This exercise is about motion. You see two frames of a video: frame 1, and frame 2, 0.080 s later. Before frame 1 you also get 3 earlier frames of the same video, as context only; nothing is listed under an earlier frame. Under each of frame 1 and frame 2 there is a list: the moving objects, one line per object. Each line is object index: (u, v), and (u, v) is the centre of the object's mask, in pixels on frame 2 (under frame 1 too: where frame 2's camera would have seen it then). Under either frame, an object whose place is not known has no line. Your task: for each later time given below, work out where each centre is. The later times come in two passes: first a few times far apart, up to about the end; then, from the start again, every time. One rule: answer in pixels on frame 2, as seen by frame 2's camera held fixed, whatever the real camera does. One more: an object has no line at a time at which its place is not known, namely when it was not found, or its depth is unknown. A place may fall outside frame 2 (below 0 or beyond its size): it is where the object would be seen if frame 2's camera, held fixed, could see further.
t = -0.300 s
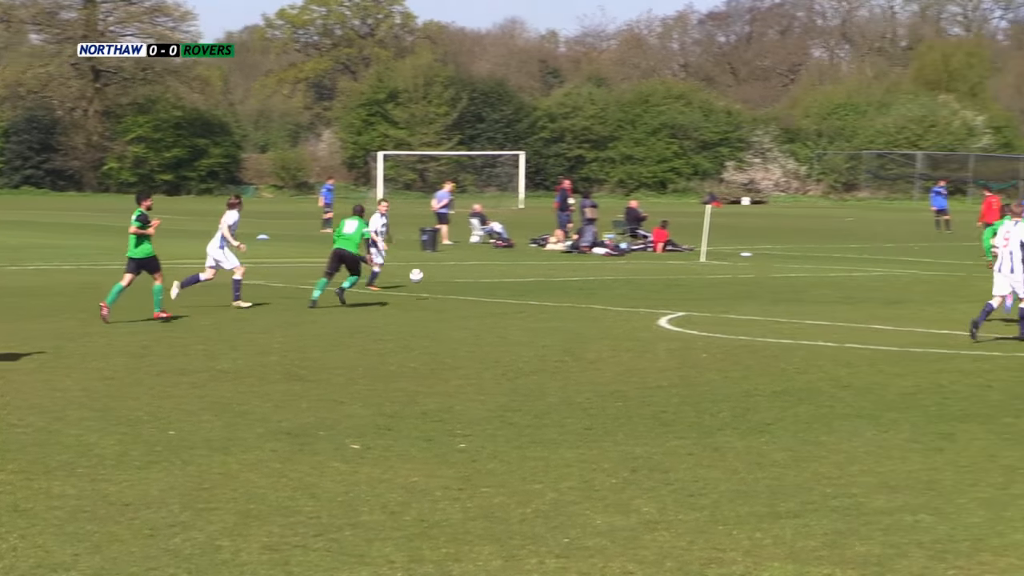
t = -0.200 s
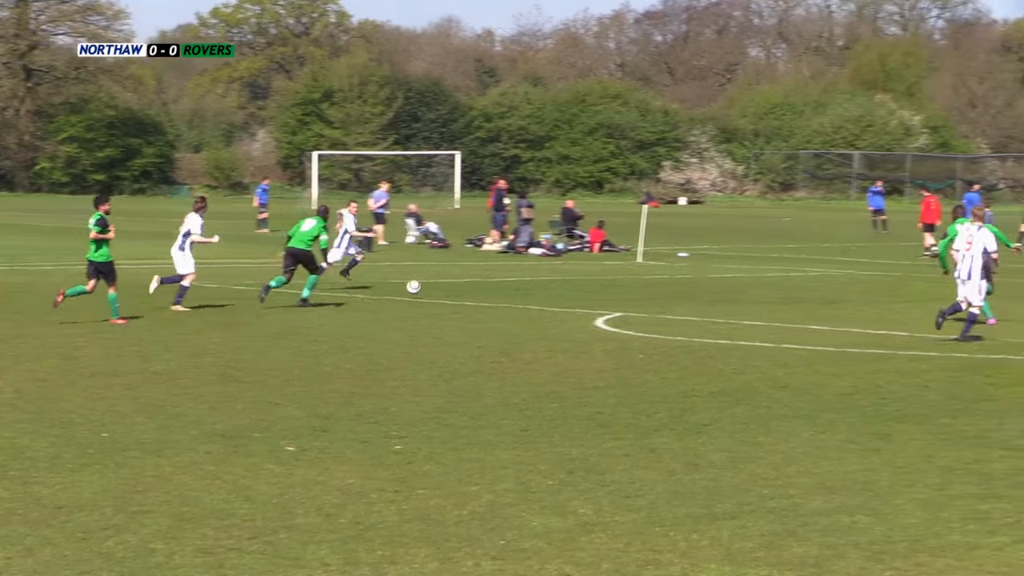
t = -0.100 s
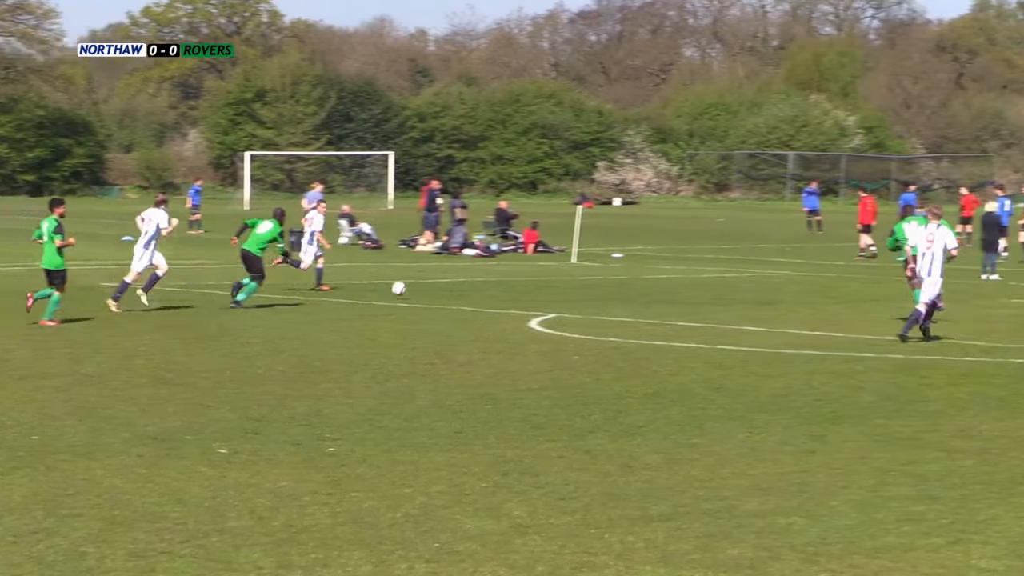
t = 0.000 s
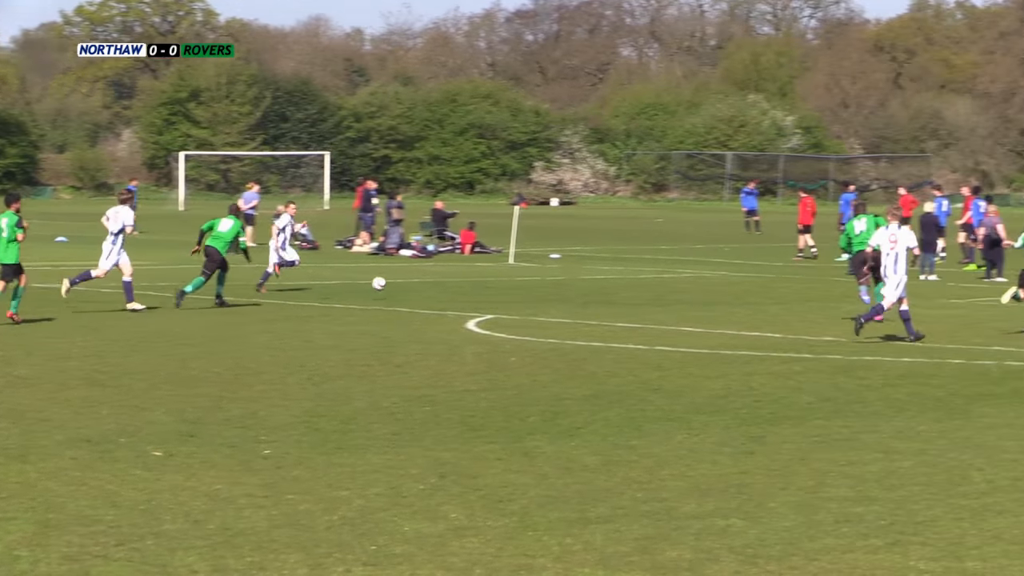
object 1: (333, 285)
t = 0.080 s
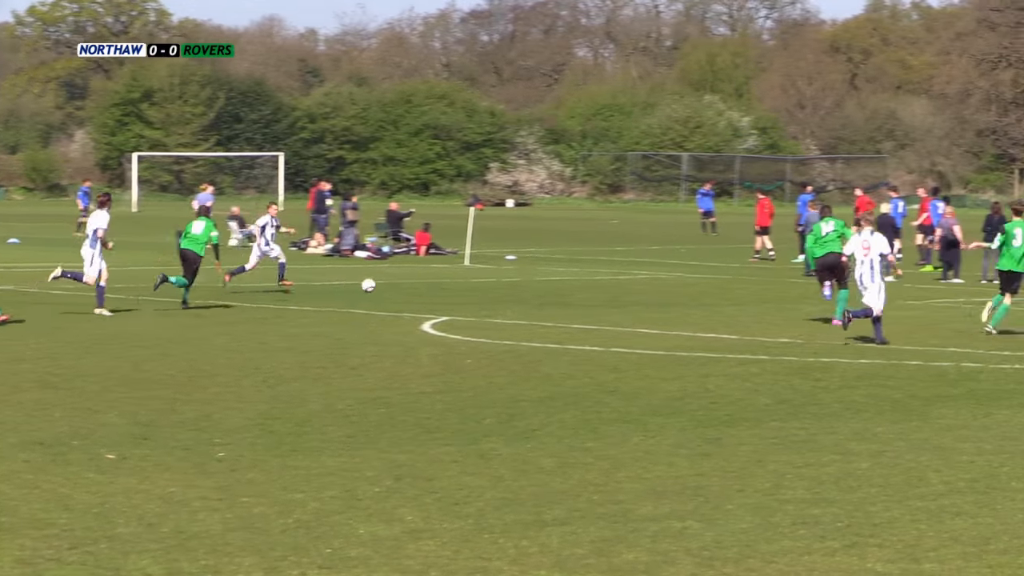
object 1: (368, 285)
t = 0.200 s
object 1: (419, 292)
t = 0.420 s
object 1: (489, 283)
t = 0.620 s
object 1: (548, 289)
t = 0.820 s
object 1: (605, 287)
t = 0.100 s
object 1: (377, 286)
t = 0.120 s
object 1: (385, 286)
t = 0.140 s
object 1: (393, 287)
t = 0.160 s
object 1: (402, 289)
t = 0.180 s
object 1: (411, 291)
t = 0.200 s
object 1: (419, 292)
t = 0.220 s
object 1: (426, 292)
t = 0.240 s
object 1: (432, 291)
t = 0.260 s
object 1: (438, 289)
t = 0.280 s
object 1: (445, 287)
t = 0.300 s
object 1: (452, 286)
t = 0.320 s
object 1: (458, 285)
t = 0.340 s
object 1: (464, 284)
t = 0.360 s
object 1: (470, 283)
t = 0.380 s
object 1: (477, 283)
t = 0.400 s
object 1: (483, 283)
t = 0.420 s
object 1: (489, 283)
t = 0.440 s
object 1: (495, 284)
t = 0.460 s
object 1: (501, 285)
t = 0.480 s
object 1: (507, 285)
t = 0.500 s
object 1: (513, 287)
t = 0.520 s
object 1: (519, 287)
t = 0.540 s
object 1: (524, 290)
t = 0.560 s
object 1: (530, 291)
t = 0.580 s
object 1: (536, 291)
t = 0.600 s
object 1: (542, 290)
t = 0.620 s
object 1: (548, 289)
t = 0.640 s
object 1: (554, 289)
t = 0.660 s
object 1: (559, 289)
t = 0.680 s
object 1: (565, 289)
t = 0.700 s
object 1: (571, 289)
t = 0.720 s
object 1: (577, 288)
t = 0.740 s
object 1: (582, 290)
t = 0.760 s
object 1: (588, 289)
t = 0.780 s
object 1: (593, 288)
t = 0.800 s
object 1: (599, 287)
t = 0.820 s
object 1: (605, 287)
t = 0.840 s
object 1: (610, 287)
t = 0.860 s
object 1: (616, 287)
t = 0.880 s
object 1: (621, 287)
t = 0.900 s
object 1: (626, 287)
